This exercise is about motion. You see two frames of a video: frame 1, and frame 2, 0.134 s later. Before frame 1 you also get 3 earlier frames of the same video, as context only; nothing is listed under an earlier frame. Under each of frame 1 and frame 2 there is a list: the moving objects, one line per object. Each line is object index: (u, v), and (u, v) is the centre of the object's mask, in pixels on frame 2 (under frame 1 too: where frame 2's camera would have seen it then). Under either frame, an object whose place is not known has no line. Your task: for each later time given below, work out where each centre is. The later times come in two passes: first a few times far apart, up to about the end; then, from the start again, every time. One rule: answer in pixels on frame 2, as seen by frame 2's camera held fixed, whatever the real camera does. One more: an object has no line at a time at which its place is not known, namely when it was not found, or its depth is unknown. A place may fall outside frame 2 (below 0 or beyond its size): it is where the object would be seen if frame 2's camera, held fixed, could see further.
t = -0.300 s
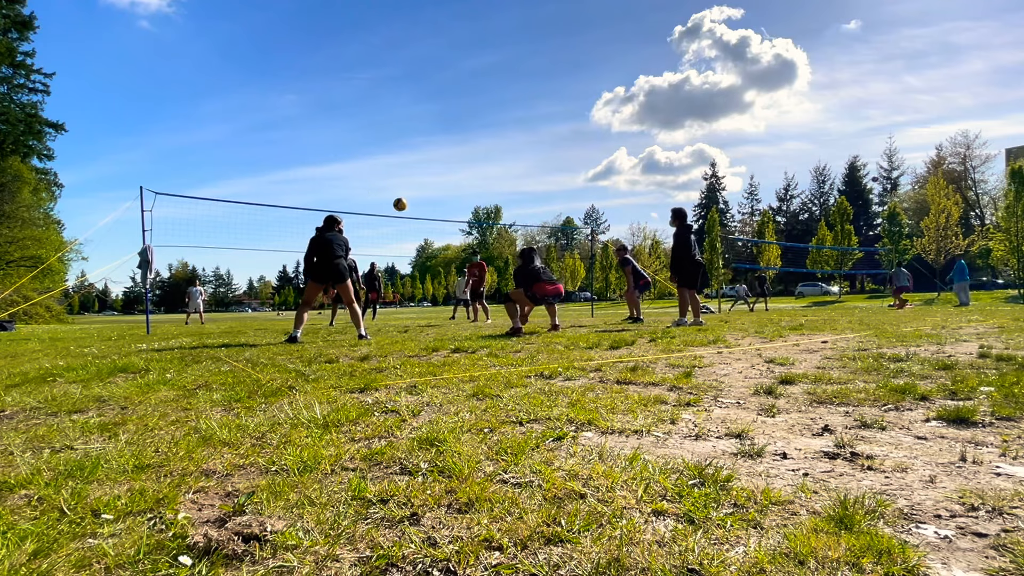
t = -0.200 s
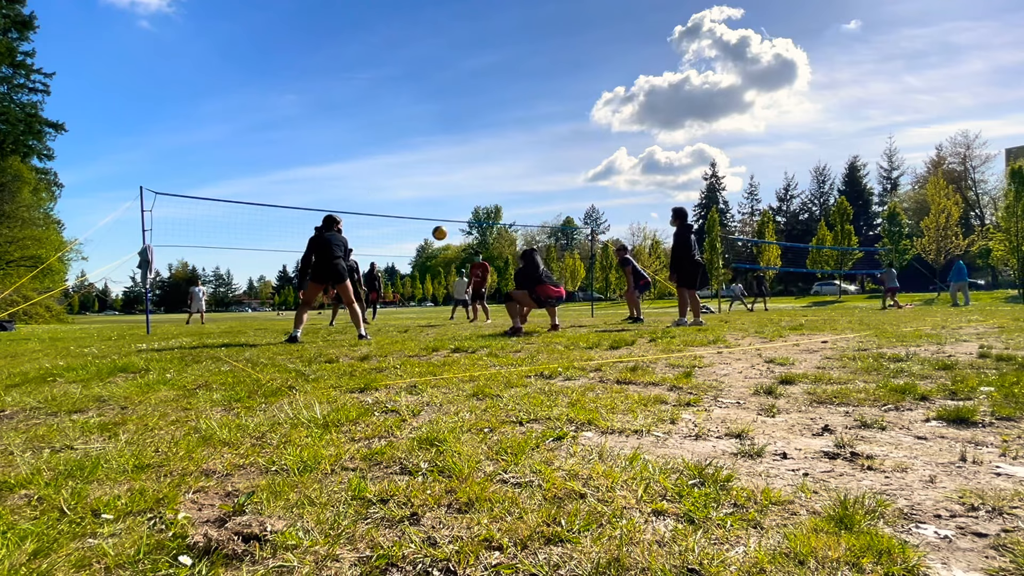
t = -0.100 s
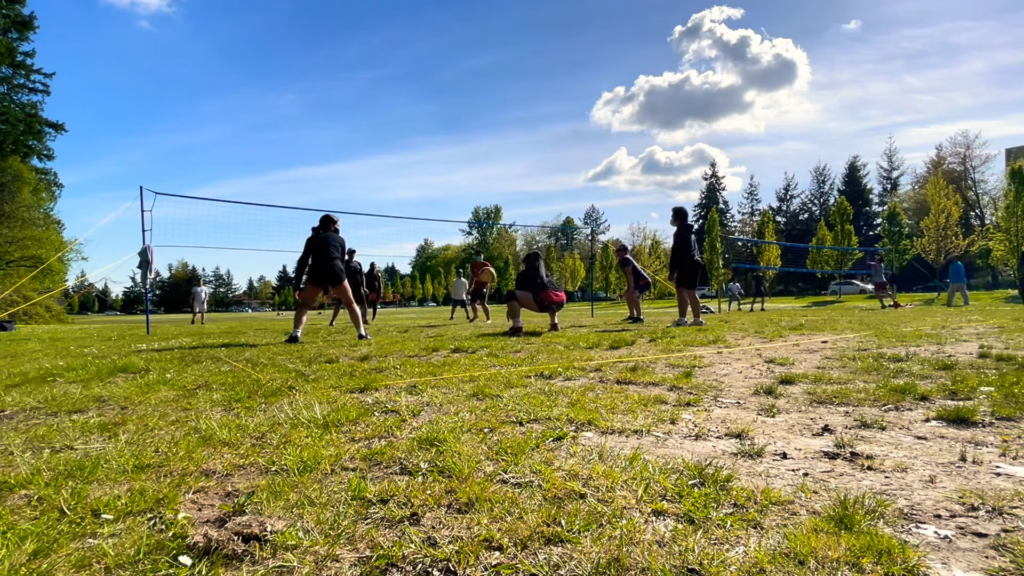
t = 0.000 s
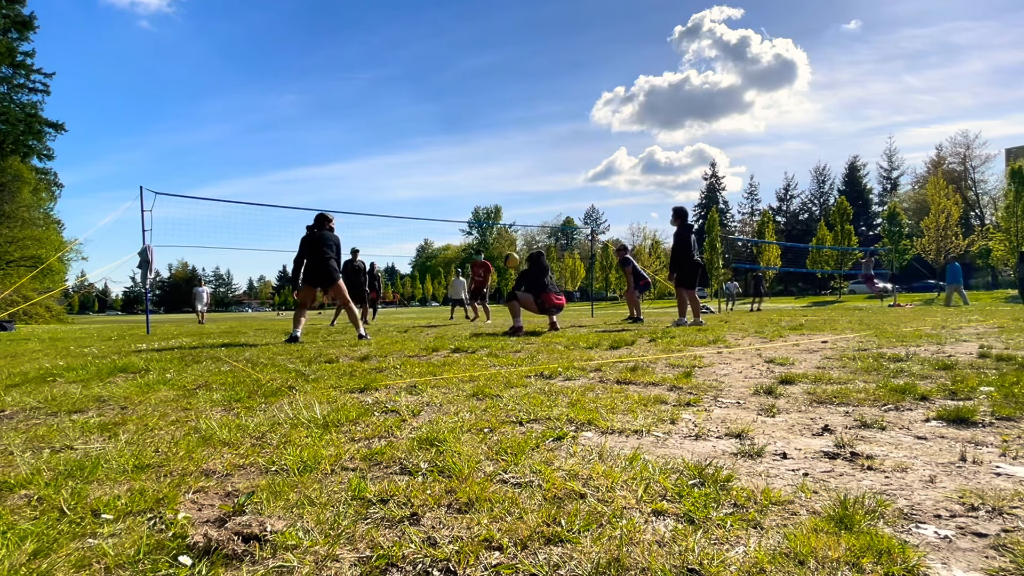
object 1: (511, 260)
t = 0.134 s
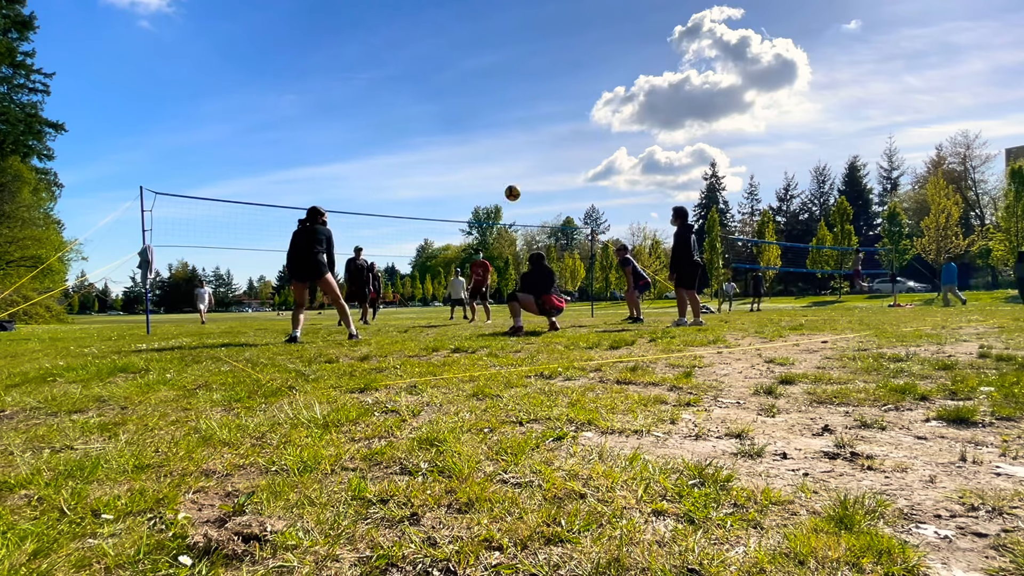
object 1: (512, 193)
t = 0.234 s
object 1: (514, 156)
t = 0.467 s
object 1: (521, 104)
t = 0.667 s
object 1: (527, 92)
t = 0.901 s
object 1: (535, 108)
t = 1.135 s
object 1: (542, 152)
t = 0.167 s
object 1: (513, 180)
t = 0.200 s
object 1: (514, 167)
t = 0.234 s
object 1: (514, 156)
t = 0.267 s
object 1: (515, 145)
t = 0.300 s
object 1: (516, 136)
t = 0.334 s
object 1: (517, 128)
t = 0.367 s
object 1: (518, 121)
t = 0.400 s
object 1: (519, 114)
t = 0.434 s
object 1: (520, 108)
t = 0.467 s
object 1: (521, 104)
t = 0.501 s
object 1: (522, 100)
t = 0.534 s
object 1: (523, 97)
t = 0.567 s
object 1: (524, 94)
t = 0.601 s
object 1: (525, 93)
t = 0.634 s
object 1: (526, 92)
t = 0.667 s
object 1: (527, 92)
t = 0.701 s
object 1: (528, 92)
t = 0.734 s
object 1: (529, 93)
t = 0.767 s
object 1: (531, 95)
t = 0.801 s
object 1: (532, 97)
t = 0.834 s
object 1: (532, 100)
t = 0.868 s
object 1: (533, 104)
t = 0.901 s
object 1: (535, 108)
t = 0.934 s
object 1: (536, 113)
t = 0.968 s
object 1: (537, 118)
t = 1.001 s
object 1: (538, 124)
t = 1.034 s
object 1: (539, 130)
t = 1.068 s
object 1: (540, 136)
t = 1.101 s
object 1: (541, 144)
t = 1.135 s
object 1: (542, 152)
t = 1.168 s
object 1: (542, 160)
